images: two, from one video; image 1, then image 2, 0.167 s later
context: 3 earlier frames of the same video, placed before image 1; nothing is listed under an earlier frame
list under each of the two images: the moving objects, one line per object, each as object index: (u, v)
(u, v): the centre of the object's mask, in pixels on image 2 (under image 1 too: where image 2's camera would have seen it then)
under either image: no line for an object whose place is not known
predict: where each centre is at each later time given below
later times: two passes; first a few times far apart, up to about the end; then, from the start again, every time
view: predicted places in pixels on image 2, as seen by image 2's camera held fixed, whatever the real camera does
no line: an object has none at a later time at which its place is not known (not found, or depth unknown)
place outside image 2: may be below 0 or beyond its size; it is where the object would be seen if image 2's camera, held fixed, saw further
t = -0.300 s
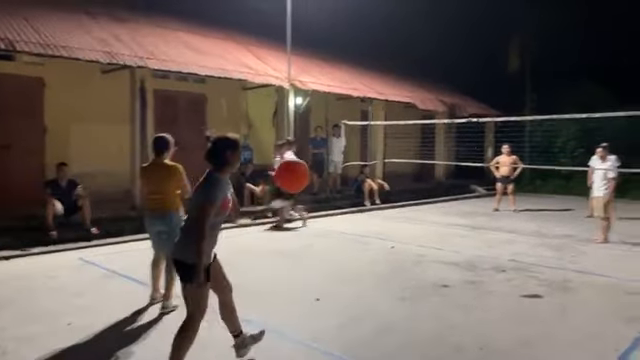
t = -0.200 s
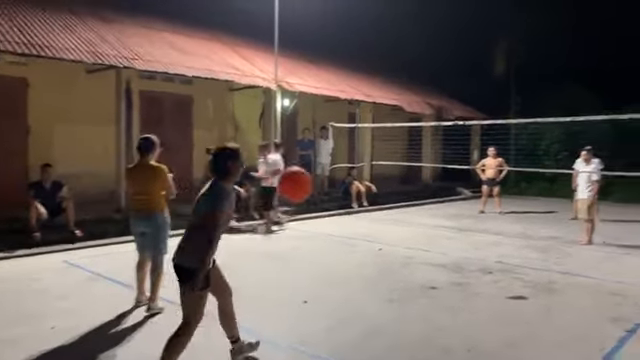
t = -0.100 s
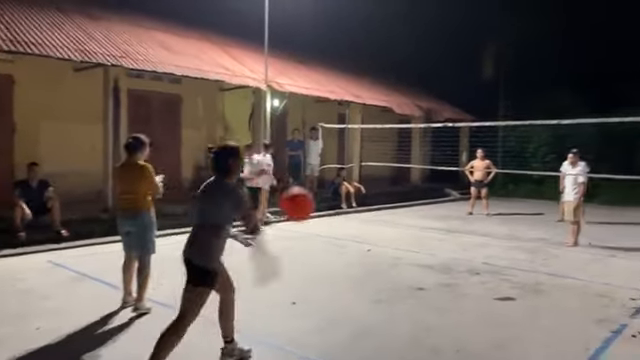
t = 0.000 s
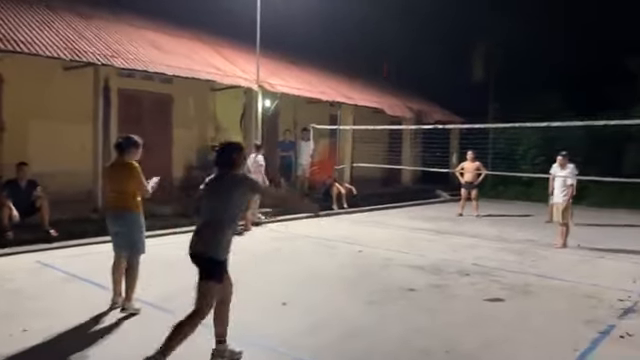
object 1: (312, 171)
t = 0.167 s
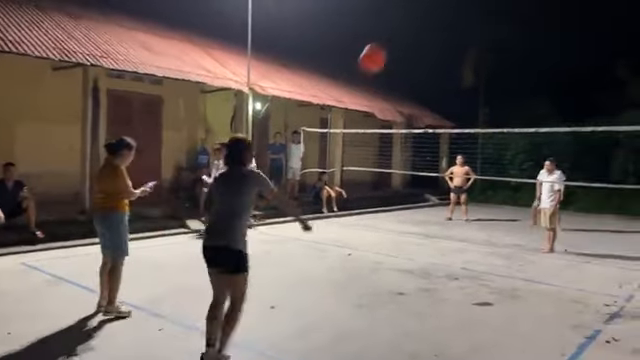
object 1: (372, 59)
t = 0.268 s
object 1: (393, 30)
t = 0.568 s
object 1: (430, 12)
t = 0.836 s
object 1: (446, 49)
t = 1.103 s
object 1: (456, 109)
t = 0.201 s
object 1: (380, 47)
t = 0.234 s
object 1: (387, 38)
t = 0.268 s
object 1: (393, 30)
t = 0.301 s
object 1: (398, 23)
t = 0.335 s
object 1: (403, 18)
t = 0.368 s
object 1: (408, 13)
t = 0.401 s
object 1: (413, 11)
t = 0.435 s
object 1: (417, 9)
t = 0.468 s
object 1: (420, 9)
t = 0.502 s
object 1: (424, 9)
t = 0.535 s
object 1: (427, 10)
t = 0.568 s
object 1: (430, 12)
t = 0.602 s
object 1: (433, 15)
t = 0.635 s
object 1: (435, 19)
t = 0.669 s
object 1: (437, 23)
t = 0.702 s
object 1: (439, 27)
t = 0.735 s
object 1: (441, 32)
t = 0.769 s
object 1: (443, 37)
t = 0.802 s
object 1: (445, 44)
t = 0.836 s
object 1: (446, 49)
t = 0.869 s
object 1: (448, 56)
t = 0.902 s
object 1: (450, 63)
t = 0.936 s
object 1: (451, 69)
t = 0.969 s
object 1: (452, 77)
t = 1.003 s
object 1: (453, 85)
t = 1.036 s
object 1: (454, 93)
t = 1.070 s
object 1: (455, 101)
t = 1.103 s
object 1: (456, 109)
